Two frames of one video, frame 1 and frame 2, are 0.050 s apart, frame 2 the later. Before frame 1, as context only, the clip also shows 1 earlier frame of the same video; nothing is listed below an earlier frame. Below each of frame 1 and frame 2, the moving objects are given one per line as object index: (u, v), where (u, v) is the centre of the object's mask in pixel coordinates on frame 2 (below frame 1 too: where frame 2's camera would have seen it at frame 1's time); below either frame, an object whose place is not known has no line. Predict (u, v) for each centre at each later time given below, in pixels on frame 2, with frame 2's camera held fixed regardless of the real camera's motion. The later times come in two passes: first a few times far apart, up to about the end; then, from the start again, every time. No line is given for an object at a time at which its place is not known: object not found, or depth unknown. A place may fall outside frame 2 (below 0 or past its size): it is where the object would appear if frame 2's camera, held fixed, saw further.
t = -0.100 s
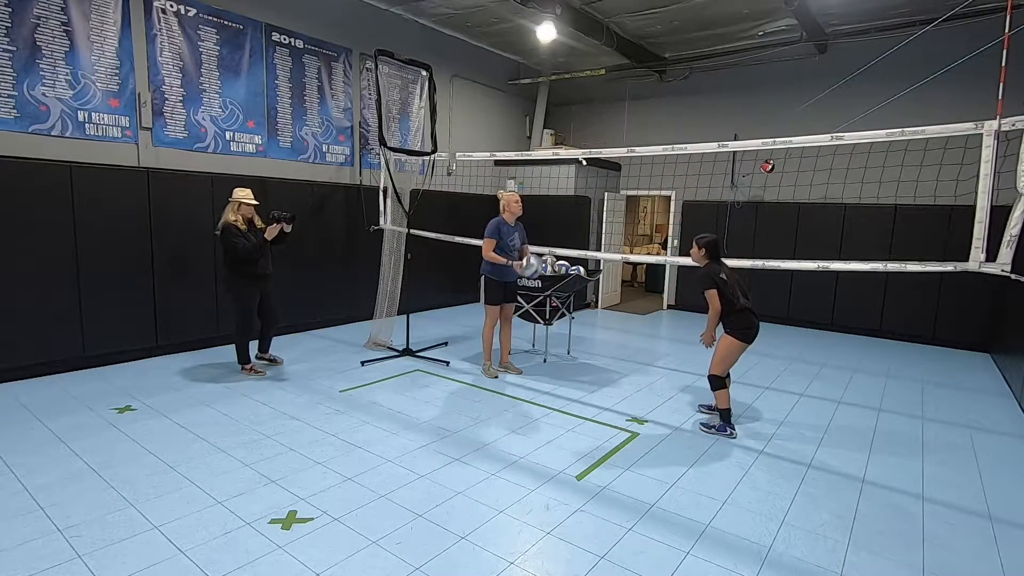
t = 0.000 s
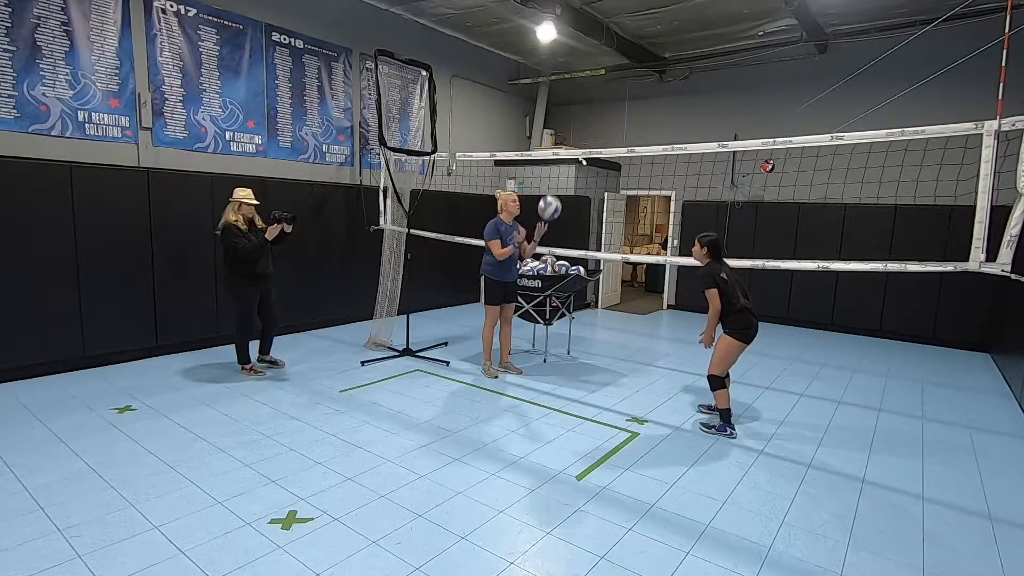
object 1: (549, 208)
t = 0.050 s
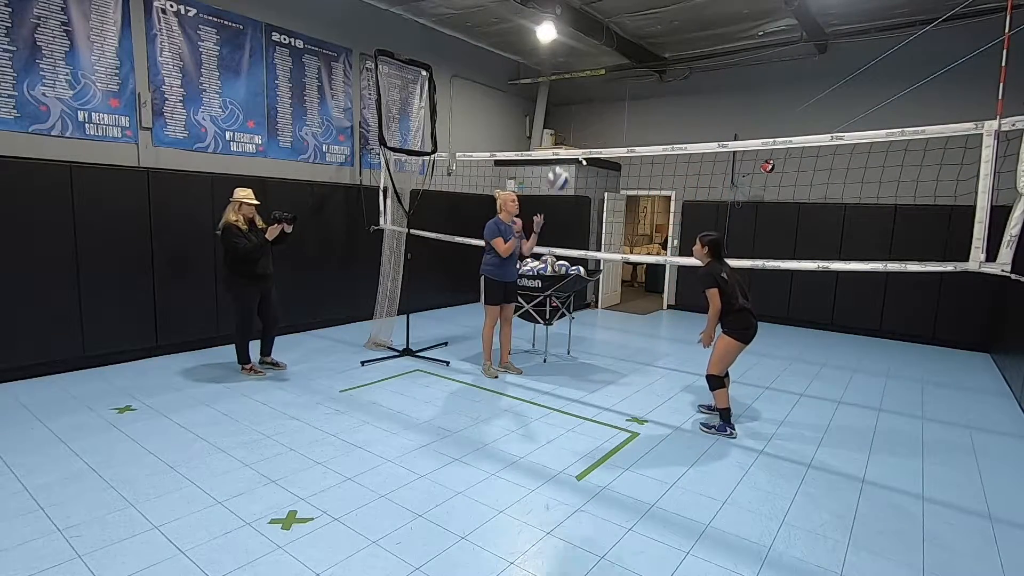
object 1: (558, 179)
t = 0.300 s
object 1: (605, 71)
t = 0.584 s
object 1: (660, 32)
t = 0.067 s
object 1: (561, 170)
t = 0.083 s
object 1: (564, 163)
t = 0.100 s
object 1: (567, 153)
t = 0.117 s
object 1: (571, 144)
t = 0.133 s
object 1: (574, 136)
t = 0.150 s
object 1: (576, 129)
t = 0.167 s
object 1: (580, 121)
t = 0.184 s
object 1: (583, 114)
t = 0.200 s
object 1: (586, 107)
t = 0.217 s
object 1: (589, 100)
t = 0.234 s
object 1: (592, 94)
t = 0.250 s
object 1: (595, 88)
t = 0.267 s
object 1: (598, 82)
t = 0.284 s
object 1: (602, 76)
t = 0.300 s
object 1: (605, 71)
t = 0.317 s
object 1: (608, 66)
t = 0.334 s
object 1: (612, 61)
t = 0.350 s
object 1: (614, 57)
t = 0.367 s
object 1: (618, 53)
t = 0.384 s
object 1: (621, 49)
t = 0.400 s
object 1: (624, 46)
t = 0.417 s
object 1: (627, 43)
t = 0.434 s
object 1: (631, 41)
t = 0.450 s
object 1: (634, 38)
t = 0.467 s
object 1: (637, 36)
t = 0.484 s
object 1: (640, 34)
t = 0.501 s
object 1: (643, 33)
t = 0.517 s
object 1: (647, 32)
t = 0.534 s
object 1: (650, 31)
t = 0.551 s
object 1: (653, 31)
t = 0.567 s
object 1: (657, 31)
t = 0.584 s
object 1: (660, 32)
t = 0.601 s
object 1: (663, 33)
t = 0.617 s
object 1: (667, 34)
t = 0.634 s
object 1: (670, 36)
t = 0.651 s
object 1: (673, 38)
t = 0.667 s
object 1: (676, 40)
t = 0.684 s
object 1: (679, 43)
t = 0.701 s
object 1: (683, 46)
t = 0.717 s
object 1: (686, 50)
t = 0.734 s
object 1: (689, 54)
